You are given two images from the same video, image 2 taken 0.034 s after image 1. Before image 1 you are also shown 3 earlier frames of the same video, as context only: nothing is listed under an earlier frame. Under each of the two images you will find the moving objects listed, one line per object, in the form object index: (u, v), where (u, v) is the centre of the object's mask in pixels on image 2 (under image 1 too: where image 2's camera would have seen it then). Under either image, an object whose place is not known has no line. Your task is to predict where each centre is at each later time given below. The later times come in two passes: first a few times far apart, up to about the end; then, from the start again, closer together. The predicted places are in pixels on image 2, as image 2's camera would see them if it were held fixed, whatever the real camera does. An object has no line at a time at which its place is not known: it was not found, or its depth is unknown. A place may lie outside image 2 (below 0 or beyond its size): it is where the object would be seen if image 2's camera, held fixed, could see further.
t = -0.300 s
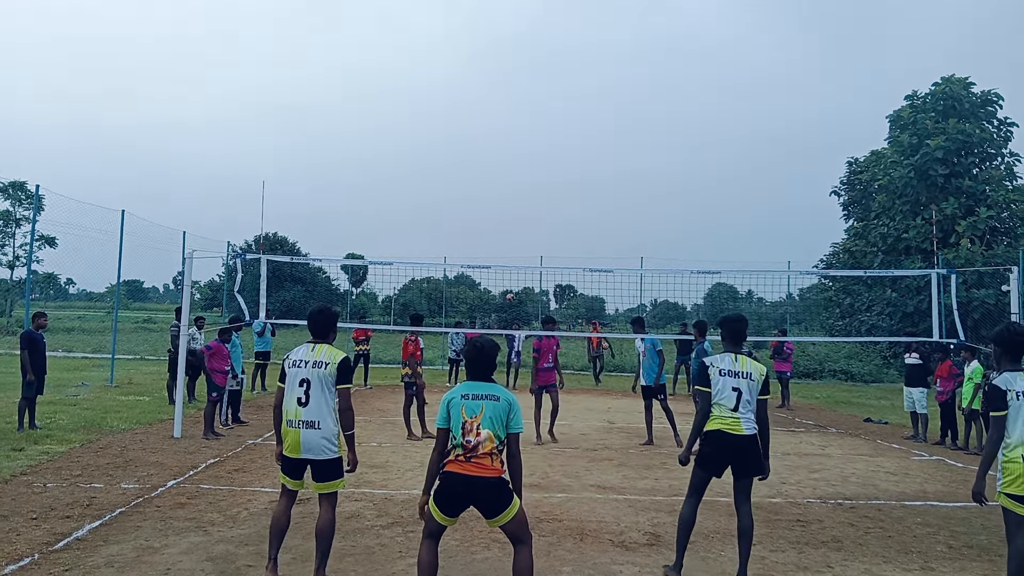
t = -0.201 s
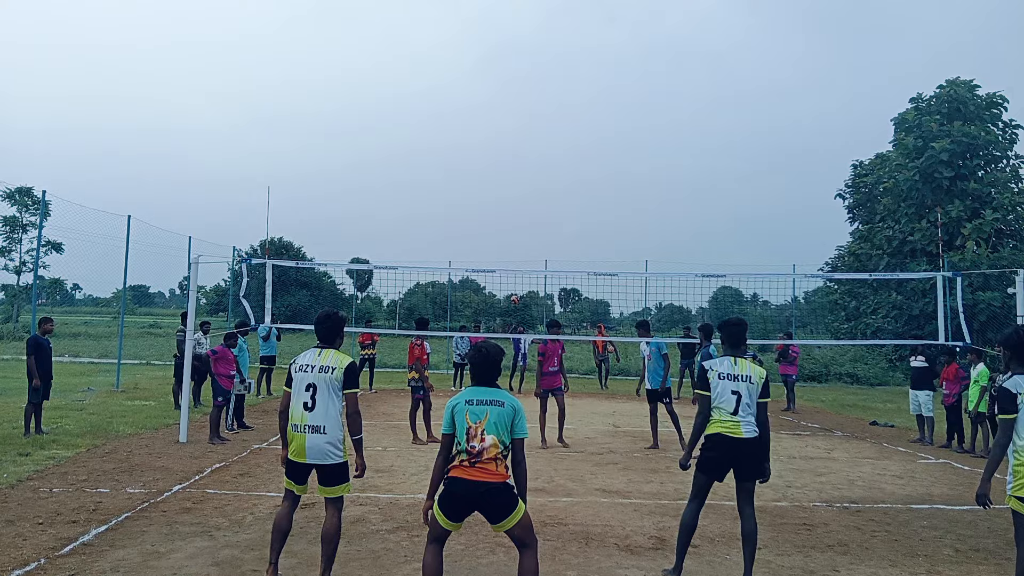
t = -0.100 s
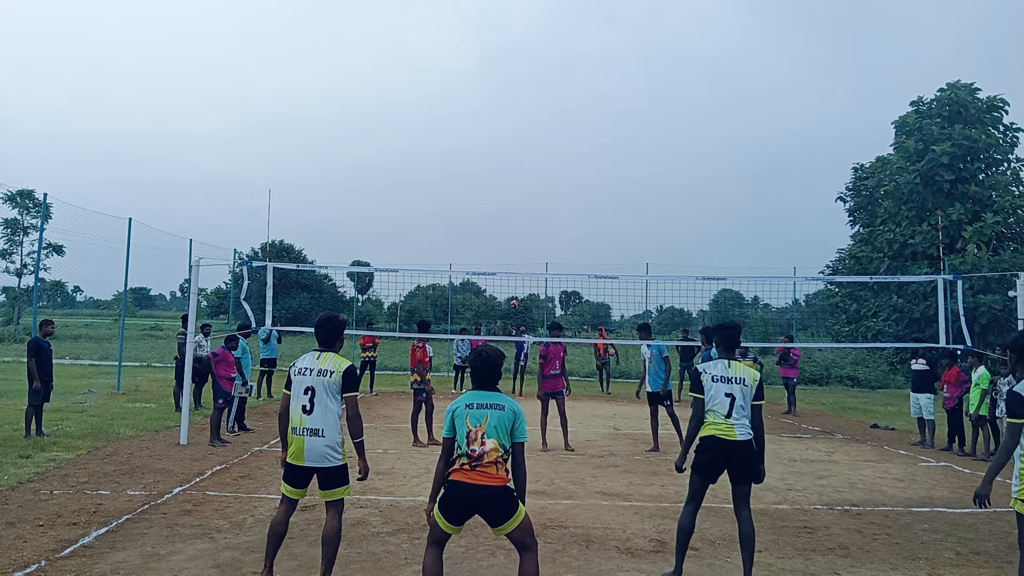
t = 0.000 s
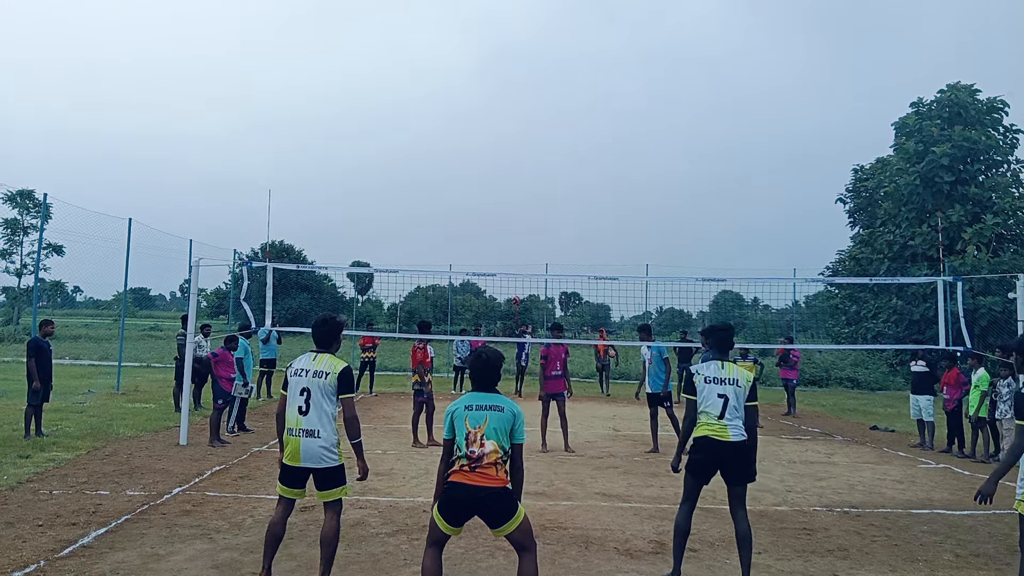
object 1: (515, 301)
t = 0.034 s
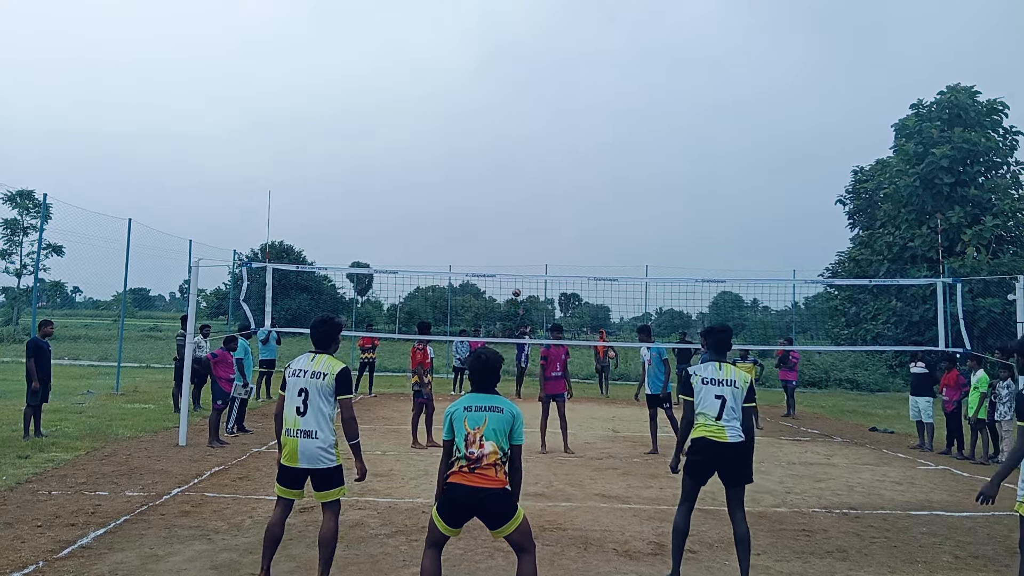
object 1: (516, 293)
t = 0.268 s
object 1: (526, 241)
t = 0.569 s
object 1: (540, 194)
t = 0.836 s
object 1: (554, 185)
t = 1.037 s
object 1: (572, 212)
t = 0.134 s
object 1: (520, 269)
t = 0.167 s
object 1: (522, 262)
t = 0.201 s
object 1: (523, 255)
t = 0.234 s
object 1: (525, 248)
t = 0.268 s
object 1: (526, 241)
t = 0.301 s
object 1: (528, 235)
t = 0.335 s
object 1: (529, 229)
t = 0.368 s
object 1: (531, 223)
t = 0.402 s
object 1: (532, 218)
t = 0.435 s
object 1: (534, 212)
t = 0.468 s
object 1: (535, 207)
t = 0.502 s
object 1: (537, 202)
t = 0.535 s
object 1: (538, 198)
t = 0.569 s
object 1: (540, 194)
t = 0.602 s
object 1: (541, 191)
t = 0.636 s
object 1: (543, 188)
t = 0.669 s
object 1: (545, 186)
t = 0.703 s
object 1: (546, 184)
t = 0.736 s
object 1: (548, 183)
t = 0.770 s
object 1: (549, 183)
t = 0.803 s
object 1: (551, 183)
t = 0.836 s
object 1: (554, 185)
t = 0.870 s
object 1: (557, 186)
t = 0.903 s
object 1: (559, 189)
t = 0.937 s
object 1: (562, 193)
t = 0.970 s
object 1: (565, 198)
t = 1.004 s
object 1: (568, 204)
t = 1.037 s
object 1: (572, 212)
